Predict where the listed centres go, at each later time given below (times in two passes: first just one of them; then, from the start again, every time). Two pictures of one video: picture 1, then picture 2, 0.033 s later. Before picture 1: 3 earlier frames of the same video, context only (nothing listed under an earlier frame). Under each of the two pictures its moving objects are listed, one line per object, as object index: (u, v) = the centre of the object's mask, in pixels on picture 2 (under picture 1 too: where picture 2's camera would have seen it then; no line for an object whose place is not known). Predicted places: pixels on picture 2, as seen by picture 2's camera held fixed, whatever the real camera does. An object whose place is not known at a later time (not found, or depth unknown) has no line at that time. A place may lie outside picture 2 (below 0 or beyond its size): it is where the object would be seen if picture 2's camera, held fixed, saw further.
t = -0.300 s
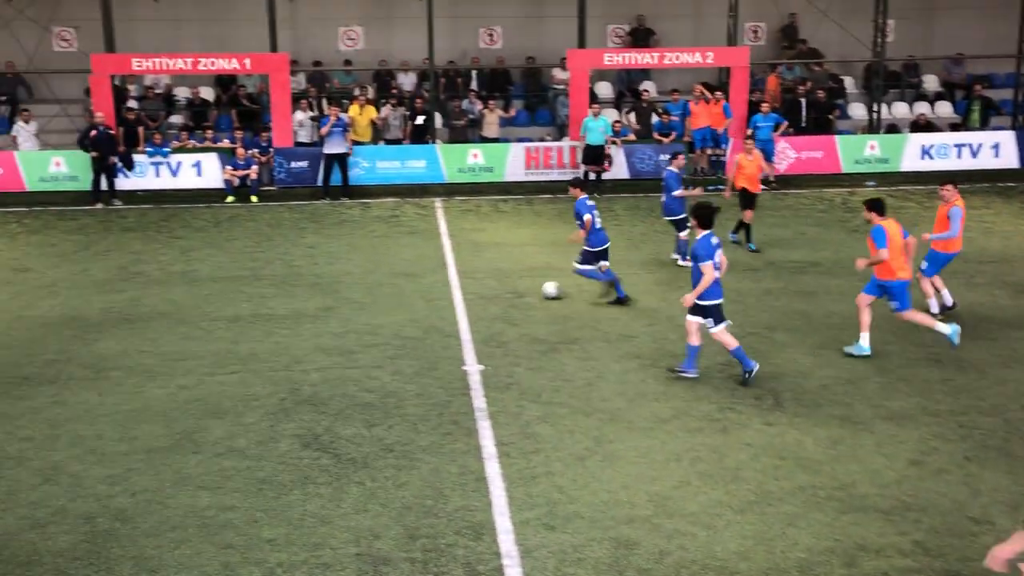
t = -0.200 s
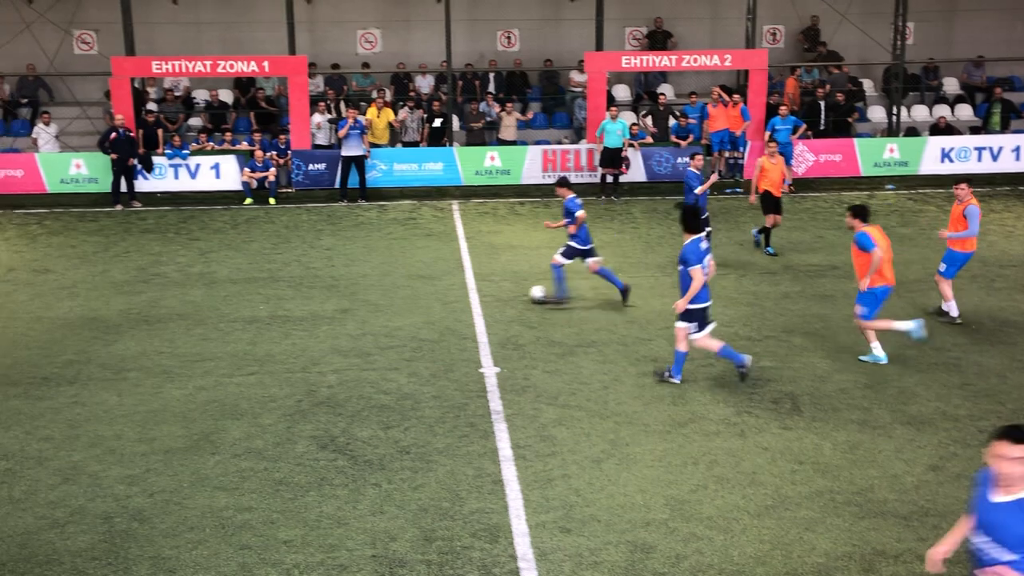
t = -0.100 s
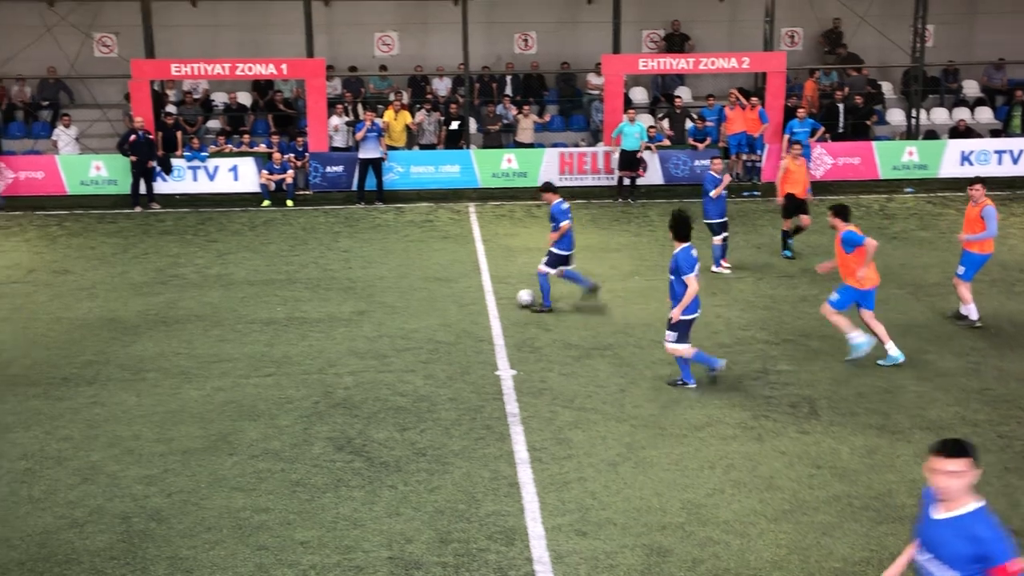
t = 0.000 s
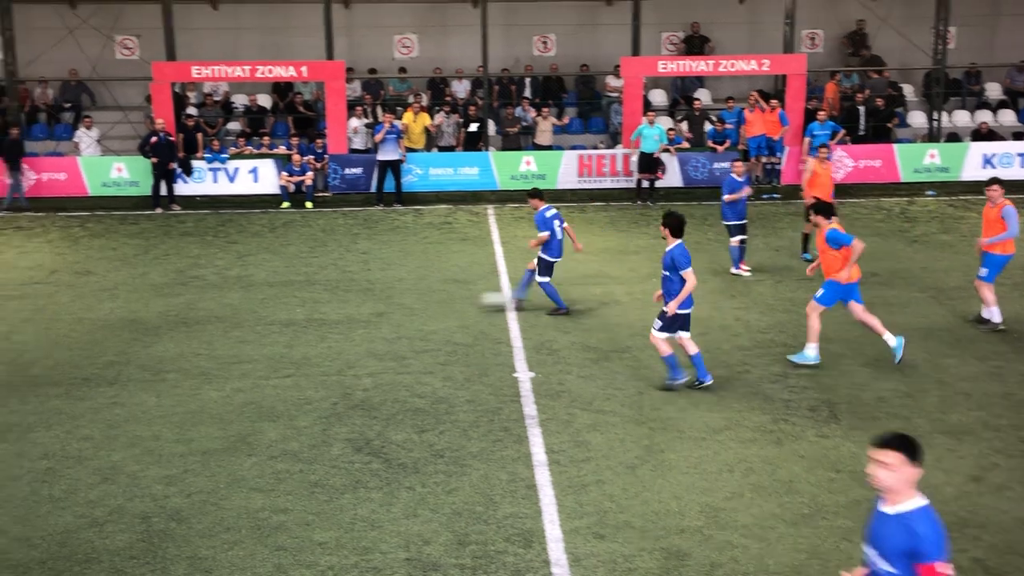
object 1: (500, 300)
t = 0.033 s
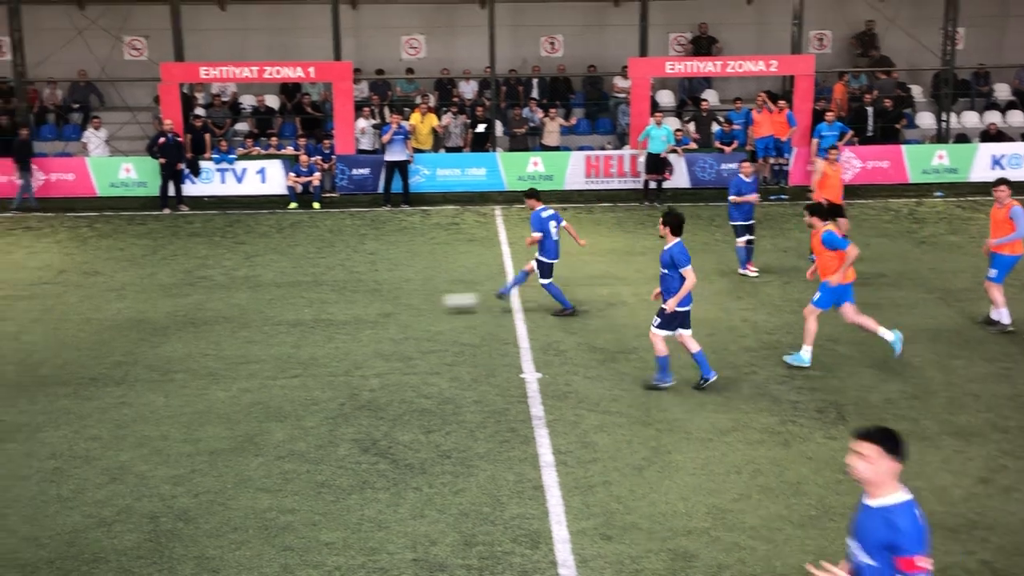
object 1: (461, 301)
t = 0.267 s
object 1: (151, 314)
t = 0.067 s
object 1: (416, 302)
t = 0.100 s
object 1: (371, 304)
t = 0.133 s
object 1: (325, 306)
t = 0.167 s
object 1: (280, 310)
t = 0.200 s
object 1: (237, 310)
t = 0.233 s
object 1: (194, 312)
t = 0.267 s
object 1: (151, 314)
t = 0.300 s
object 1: (108, 317)
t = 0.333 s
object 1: (67, 319)
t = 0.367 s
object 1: (26, 321)
